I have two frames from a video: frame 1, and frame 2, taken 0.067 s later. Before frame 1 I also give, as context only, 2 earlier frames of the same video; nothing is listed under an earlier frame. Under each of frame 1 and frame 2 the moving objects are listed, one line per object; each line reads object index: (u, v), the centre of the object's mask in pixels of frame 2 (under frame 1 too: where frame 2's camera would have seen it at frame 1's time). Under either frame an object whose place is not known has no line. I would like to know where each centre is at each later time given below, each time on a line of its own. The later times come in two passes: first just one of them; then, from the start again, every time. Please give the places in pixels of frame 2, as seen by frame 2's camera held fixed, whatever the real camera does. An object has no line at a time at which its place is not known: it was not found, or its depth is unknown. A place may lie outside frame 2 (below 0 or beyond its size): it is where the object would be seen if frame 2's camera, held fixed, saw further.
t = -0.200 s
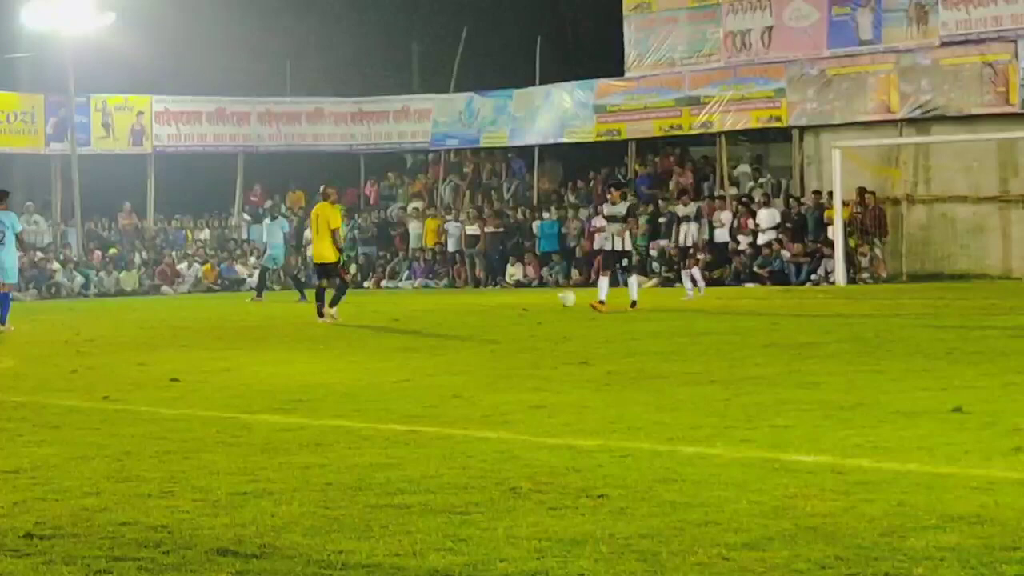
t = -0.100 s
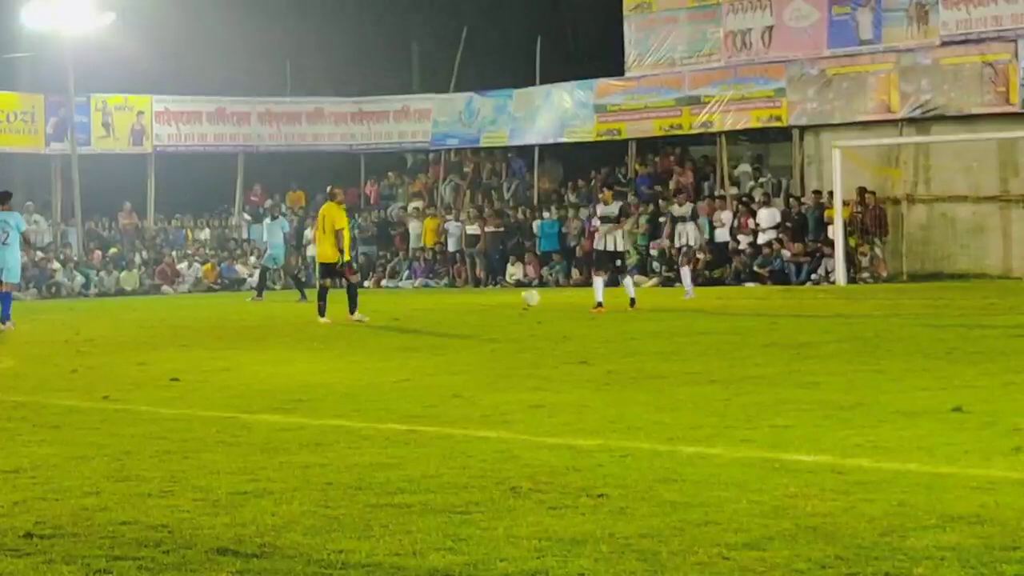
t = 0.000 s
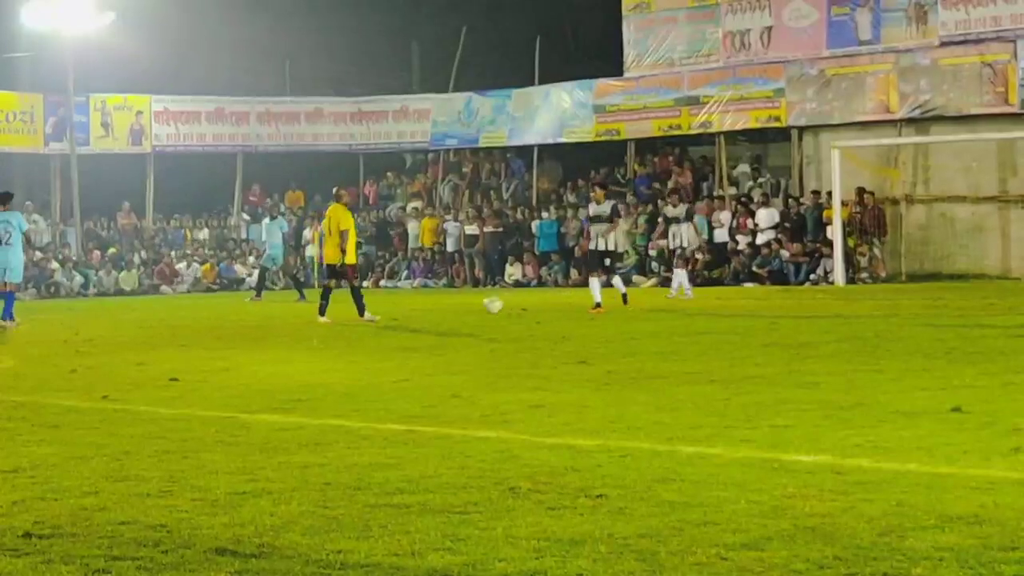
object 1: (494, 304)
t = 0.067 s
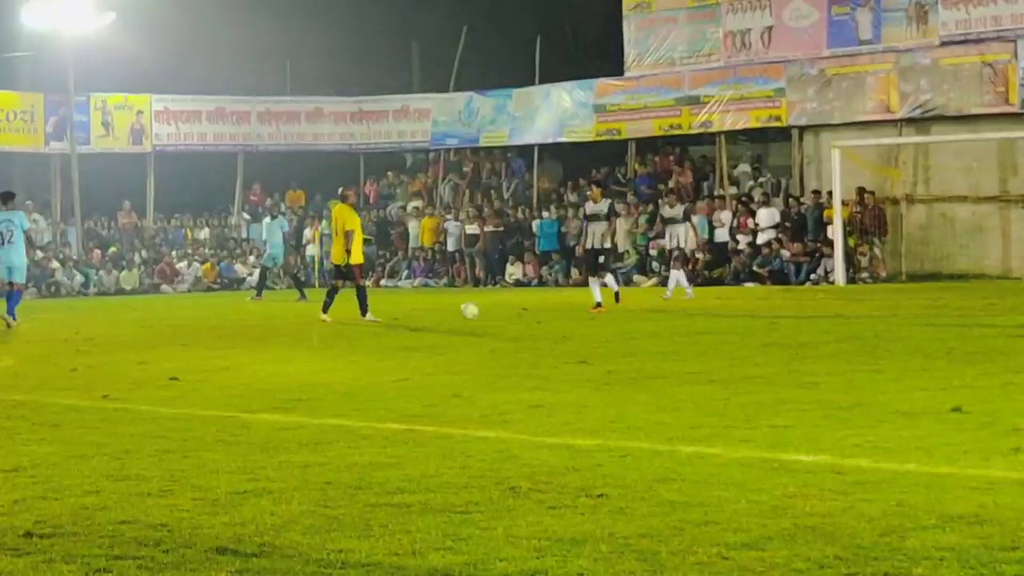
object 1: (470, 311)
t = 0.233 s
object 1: (419, 312)
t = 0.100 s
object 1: (460, 309)
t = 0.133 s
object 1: (450, 309)
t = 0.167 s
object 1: (440, 309)
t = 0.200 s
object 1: (429, 310)
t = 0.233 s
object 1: (419, 312)
